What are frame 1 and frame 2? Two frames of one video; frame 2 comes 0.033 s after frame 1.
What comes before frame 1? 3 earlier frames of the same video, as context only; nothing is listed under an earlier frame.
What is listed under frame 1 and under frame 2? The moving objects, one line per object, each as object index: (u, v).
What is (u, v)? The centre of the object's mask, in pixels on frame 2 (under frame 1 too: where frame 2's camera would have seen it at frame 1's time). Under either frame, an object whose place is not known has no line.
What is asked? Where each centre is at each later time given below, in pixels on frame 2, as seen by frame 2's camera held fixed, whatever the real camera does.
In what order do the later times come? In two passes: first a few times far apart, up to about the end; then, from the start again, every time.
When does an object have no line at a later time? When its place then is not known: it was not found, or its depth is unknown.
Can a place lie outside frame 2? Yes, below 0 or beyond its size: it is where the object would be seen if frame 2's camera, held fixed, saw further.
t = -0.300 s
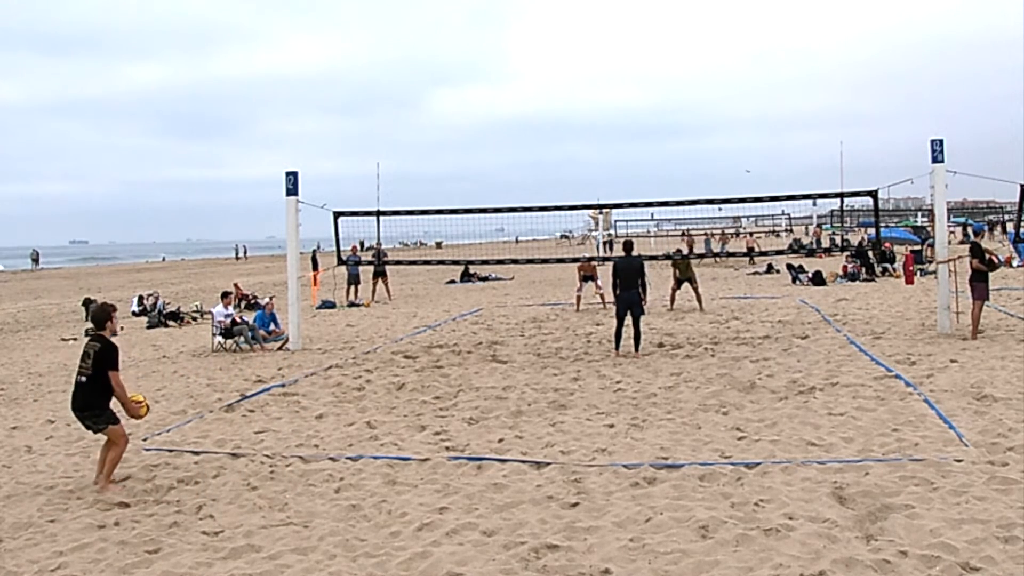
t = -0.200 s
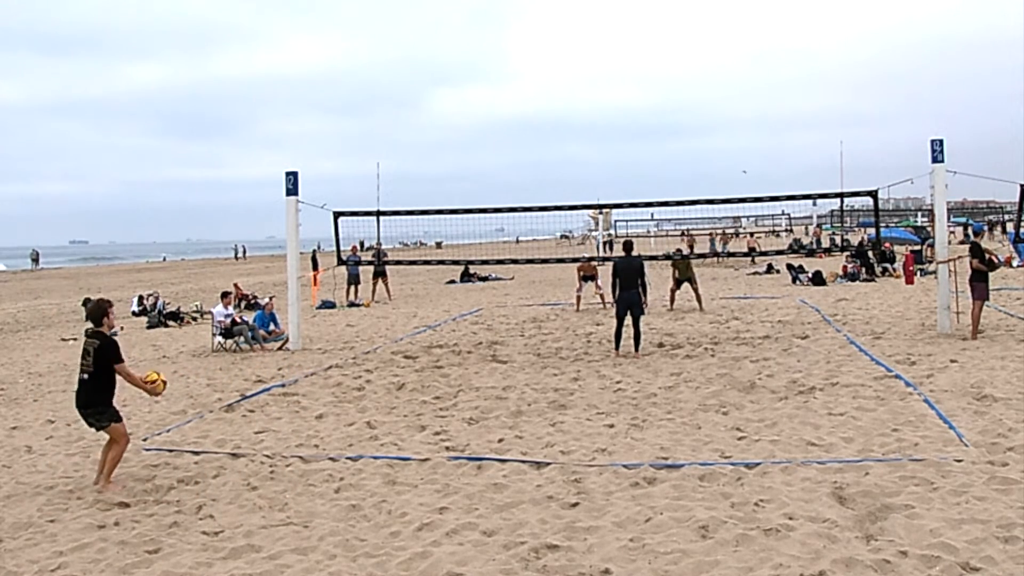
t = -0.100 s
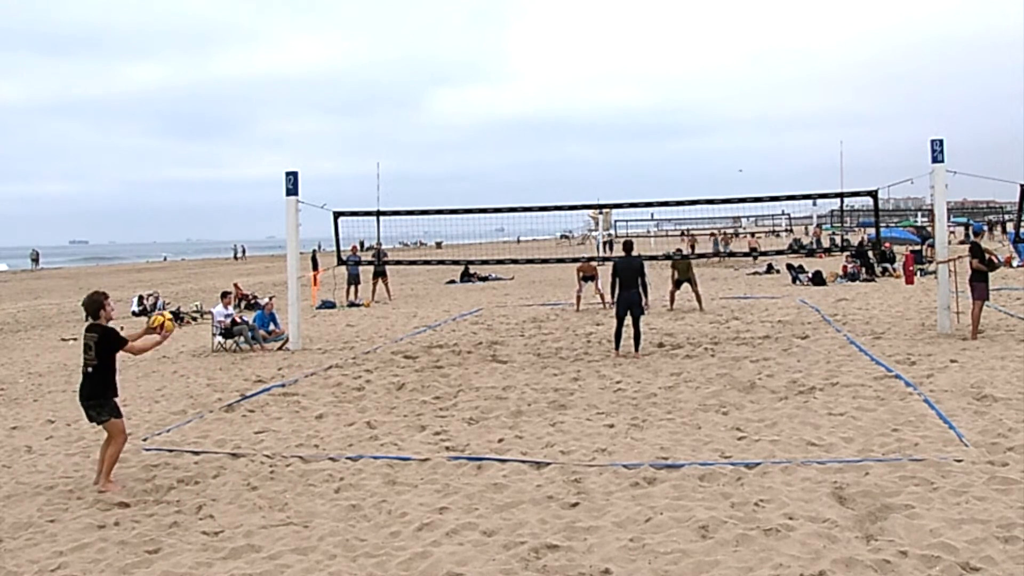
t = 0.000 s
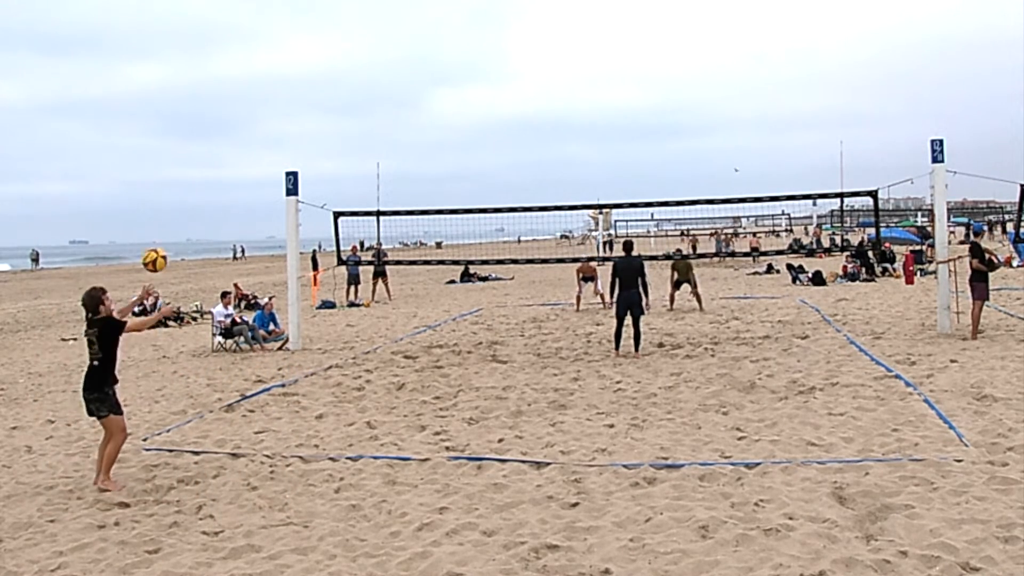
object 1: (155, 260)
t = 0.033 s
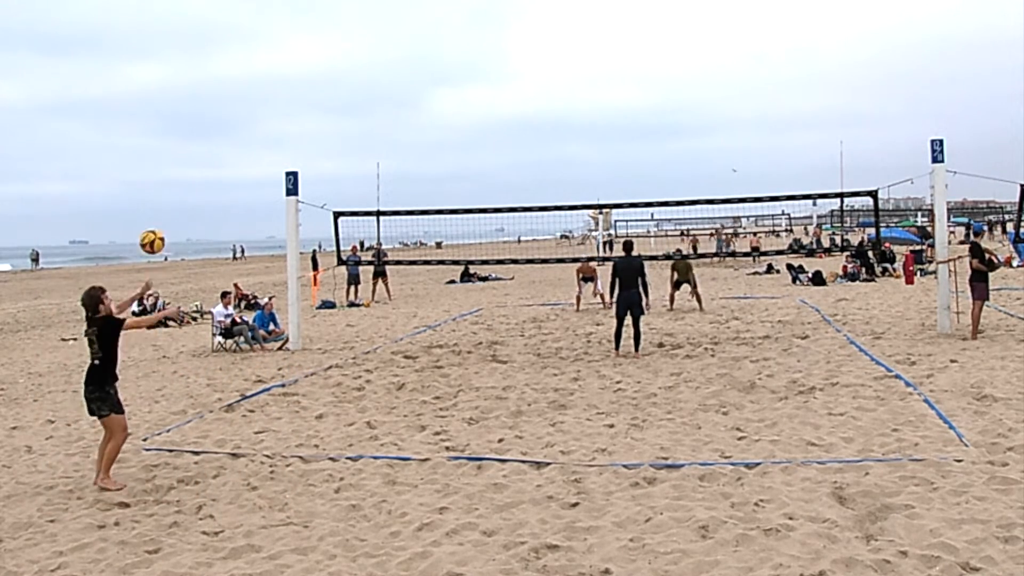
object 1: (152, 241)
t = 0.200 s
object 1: (142, 170)
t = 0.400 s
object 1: (133, 127)
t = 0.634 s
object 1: (122, 135)
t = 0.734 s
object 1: (118, 157)
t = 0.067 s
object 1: (150, 224)
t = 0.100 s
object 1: (148, 209)
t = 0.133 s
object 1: (146, 194)
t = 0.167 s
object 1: (144, 181)
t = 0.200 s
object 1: (142, 170)
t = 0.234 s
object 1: (141, 159)
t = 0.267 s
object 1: (139, 150)
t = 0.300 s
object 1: (137, 142)
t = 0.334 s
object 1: (136, 136)
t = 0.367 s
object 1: (134, 131)
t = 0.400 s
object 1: (133, 127)
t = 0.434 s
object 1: (131, 124)
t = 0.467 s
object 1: (130, 123)
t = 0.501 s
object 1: (128, 123)
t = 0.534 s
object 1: (127, 124)
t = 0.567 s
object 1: (125, 126)
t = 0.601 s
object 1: (124, 130)
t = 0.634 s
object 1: (122, 135)
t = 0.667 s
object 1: (121, 141)
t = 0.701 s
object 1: (120, 148)
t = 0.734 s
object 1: (118, 157)
